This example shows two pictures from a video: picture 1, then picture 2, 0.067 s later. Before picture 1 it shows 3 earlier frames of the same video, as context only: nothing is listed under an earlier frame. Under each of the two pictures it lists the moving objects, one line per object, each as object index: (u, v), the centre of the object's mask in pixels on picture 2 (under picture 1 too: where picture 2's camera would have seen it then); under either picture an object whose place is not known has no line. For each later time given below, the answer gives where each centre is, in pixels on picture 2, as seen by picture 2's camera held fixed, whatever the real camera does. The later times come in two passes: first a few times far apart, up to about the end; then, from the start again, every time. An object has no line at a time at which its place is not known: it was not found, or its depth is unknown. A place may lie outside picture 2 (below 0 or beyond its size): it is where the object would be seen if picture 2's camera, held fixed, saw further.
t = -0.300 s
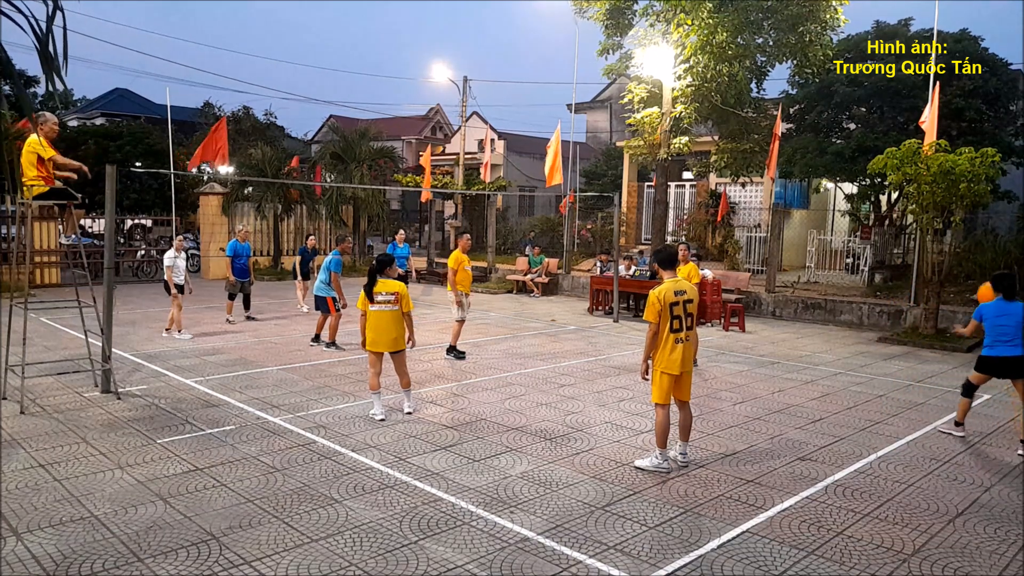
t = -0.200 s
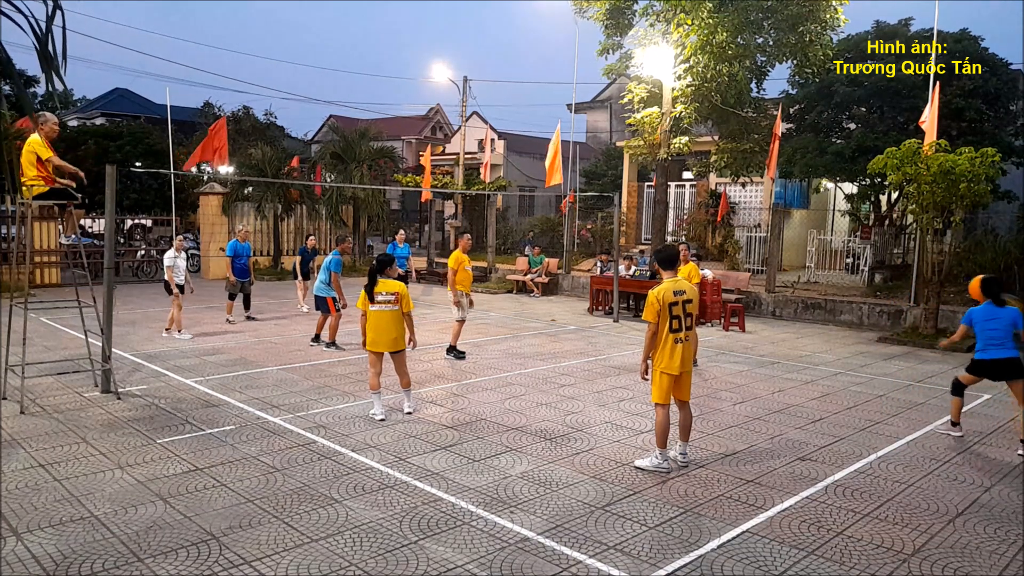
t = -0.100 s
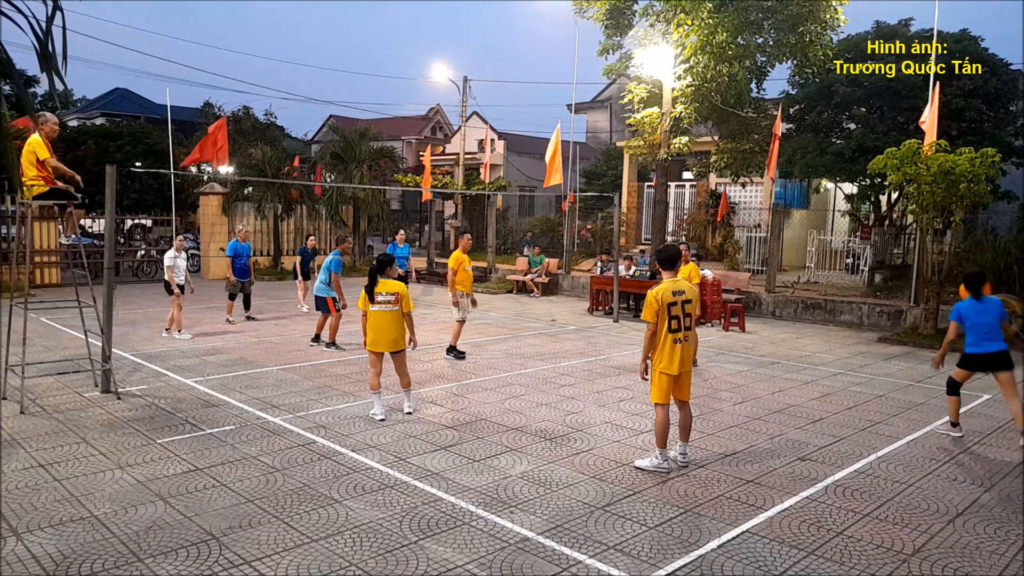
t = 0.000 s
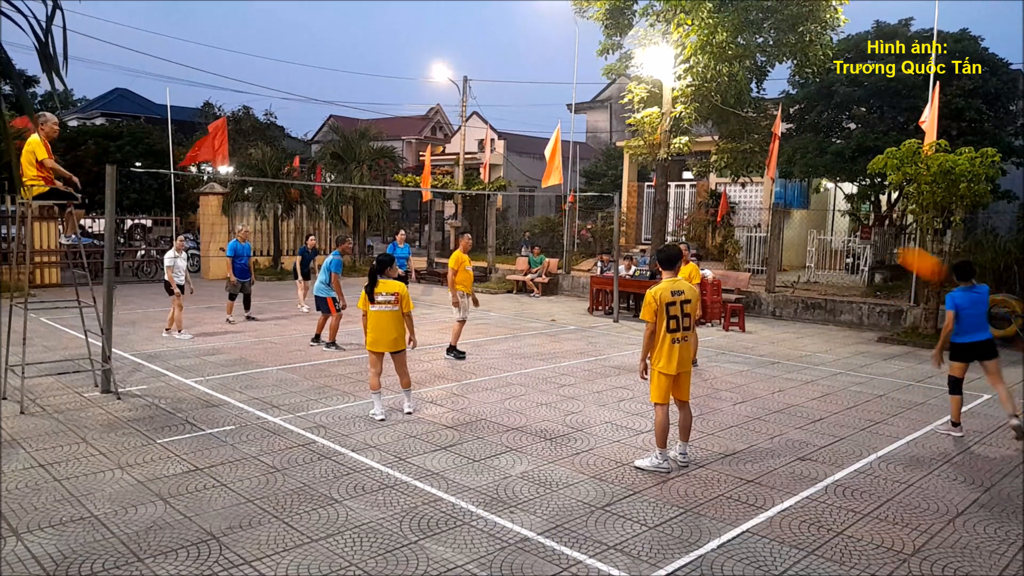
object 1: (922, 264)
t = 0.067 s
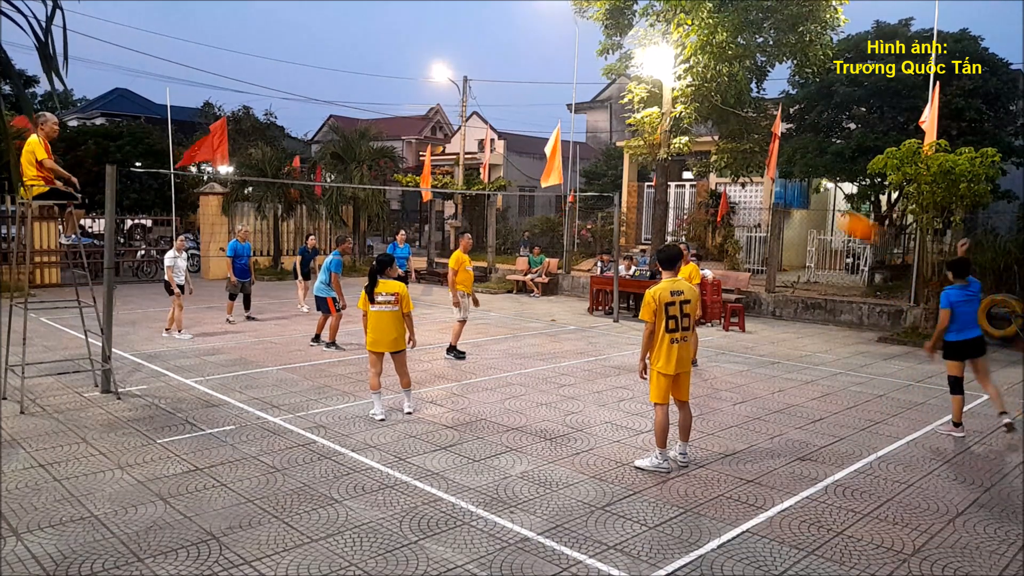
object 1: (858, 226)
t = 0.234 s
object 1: (726, 162)
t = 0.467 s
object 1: (585, 124)
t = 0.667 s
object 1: (485, 126)
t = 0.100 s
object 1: (824, 209)
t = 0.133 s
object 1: (801, 196)
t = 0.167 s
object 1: (776, 183)
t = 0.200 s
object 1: (747, 170)
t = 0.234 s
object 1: (726, 162)
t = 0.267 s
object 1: (701, 153)
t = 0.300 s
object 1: (681, 147)
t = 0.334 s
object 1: (658, 140)
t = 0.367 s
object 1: (639, 134)
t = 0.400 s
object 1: (619, 130)
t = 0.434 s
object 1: (601, 126)
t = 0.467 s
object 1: (585, 124)
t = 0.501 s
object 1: (564, 122)
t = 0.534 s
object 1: (547, 121)
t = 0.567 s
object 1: (531, 122)
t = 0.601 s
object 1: (515, 122)
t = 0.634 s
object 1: (500, 123)
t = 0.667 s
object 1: (485, 126)
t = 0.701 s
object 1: (469, 128)
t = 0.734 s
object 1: (454, 132)
